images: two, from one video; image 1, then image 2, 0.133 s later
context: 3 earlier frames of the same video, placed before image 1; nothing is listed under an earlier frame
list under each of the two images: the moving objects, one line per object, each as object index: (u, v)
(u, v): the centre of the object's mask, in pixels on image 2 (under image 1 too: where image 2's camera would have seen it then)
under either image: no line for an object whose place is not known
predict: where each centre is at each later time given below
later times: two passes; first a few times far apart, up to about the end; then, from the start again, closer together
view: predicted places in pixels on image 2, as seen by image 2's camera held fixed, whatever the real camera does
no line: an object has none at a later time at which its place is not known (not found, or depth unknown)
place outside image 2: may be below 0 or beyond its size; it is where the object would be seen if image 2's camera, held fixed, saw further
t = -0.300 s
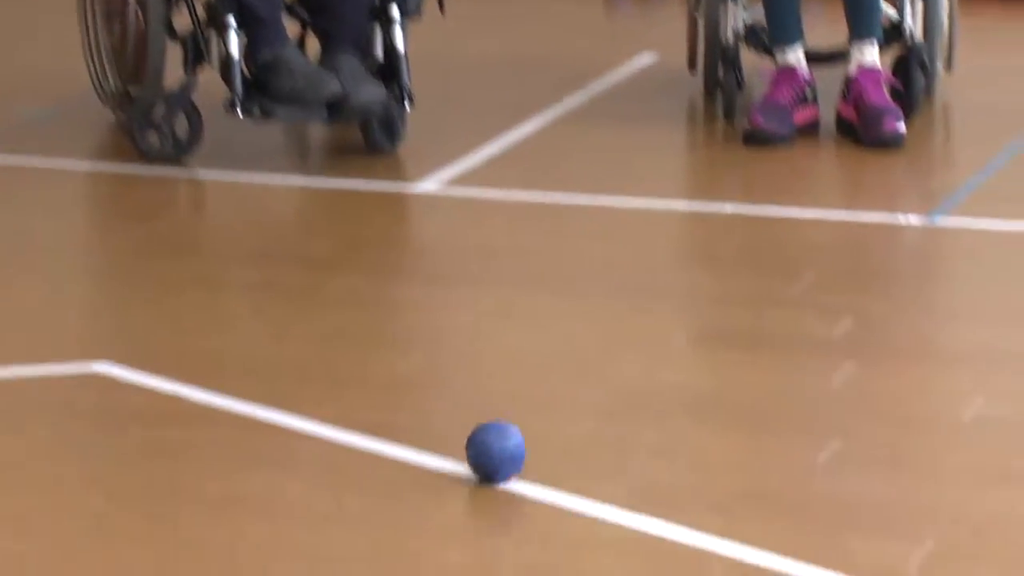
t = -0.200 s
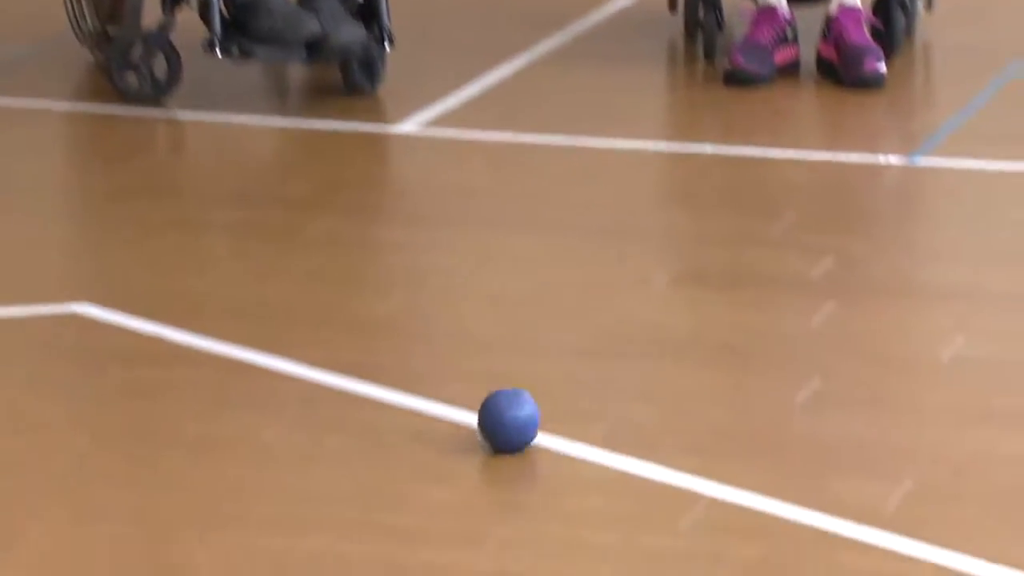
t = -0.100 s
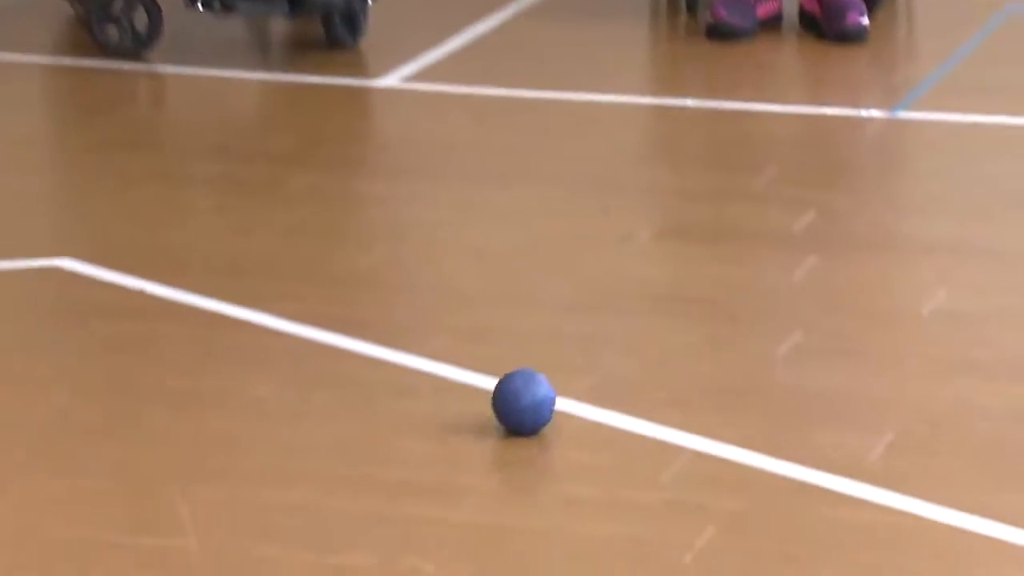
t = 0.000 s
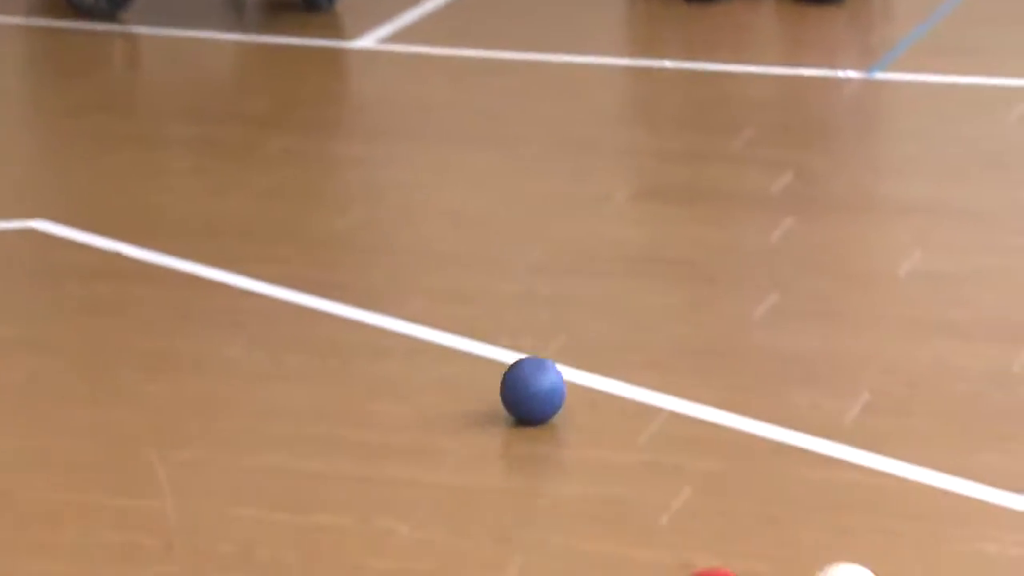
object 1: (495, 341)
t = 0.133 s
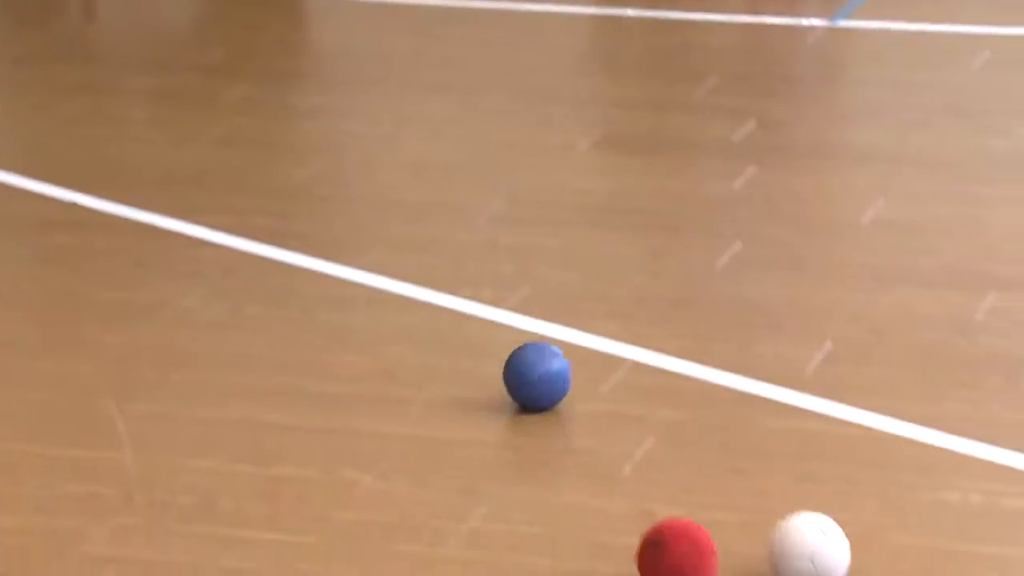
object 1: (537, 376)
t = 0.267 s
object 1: (578, 409)
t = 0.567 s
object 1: (656, 473)
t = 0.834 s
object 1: (713, 509)
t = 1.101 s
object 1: (740, 536)
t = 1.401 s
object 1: (739, 536)
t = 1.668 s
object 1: (739, 536)
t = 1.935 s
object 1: (739, 536)
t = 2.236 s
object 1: (739, 536)
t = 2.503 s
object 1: (739, 536)
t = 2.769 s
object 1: (739, 536)
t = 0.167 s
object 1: (548, 385)
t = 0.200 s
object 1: (558, 394)
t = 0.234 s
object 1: (567, 401)
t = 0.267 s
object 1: (578, 409)
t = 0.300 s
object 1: (587, 417)
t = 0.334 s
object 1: (596, 424)
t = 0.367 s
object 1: (606, 432)
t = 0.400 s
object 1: (615, 439)
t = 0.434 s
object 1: (624, 446)
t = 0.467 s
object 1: (633, 453)
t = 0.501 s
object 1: (641, 460)
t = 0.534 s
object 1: (649, 467)
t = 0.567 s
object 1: (656, 473)
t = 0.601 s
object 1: (664, 479)
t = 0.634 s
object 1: (671, 484)
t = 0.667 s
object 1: (678, 488)
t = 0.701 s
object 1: (685, 492)
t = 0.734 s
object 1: (693, 496)
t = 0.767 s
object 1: (700, 500)
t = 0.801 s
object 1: (707, 504)
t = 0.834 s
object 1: (713, 509)
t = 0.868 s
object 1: (719, 513)
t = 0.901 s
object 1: (725, 518)
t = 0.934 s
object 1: (730, 522)
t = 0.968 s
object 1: (733, 527)
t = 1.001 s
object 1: (736, 530)
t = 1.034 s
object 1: (738, 533)
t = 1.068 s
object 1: (739, 535)
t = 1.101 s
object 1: (740, 536)
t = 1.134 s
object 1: (739, 536)
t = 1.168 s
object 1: (739, 536)
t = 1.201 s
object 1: (739, 536)
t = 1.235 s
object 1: (739, 536)
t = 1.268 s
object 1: (739, 536)
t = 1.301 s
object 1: (739, 536)
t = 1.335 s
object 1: (739, 536)
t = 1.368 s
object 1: (739, 536)
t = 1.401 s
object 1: (739, 536)
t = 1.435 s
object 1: (739, 536)
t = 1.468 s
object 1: (739, 536)
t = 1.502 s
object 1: (739, 536)
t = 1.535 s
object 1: (739, 536)
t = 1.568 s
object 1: (739, 536)
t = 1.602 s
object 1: (739, 536)
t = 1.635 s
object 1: (739, 536)
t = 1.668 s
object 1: (739, 536)
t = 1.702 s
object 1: (739, 536)
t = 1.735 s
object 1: (739, 536)
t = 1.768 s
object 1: (739, 536)
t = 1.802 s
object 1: (739, 536)
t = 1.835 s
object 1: (739, 536)
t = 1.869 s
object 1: (739, 536)
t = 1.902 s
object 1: (739, 536)
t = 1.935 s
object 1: (739, 536)
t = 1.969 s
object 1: (739, 536)
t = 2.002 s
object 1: (739, 536)
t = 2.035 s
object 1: (739, 536)
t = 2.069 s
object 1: (739, 536)
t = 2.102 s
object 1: (739, 536)
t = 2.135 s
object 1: (739, 536)
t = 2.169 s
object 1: (739, 536)
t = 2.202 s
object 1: (739, 536)
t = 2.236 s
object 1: (739, 536)
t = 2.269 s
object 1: (739, 536)
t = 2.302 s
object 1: (739, 536)
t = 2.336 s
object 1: (739, 536)
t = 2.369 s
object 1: (739, 536)
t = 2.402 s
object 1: (739, 536)
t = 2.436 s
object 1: (739, 536)
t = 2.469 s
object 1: (739, 536)
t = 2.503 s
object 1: (739, 536)
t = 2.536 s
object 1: (739, 536)
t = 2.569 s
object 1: (739, 536)
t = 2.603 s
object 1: (739, 536)
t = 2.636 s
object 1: (739, 536)
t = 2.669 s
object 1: (739, 536)
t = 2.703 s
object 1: (739, 536)
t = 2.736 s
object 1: (739, 536)
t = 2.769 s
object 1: (739, 536)
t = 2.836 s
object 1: (739, 536)
